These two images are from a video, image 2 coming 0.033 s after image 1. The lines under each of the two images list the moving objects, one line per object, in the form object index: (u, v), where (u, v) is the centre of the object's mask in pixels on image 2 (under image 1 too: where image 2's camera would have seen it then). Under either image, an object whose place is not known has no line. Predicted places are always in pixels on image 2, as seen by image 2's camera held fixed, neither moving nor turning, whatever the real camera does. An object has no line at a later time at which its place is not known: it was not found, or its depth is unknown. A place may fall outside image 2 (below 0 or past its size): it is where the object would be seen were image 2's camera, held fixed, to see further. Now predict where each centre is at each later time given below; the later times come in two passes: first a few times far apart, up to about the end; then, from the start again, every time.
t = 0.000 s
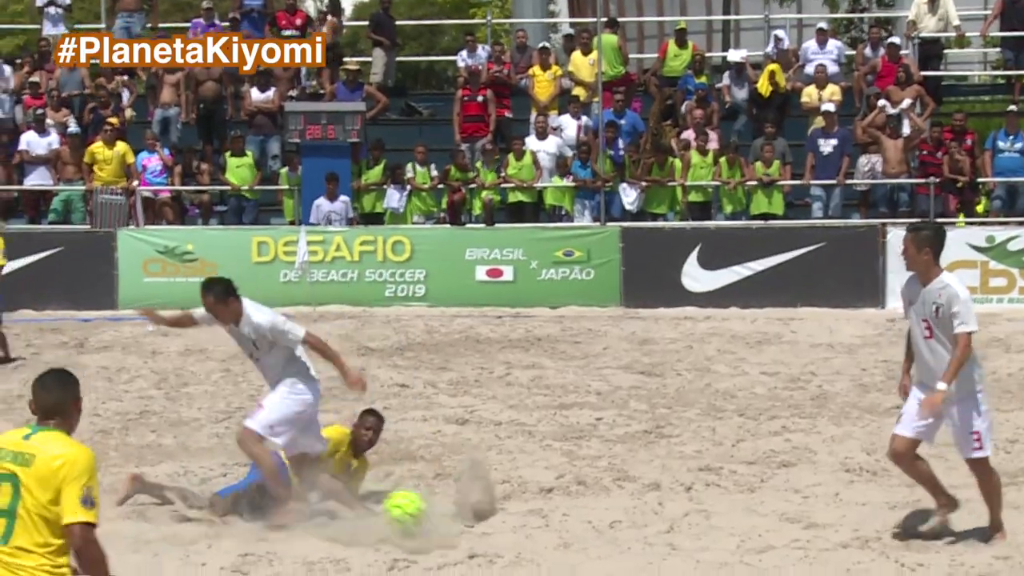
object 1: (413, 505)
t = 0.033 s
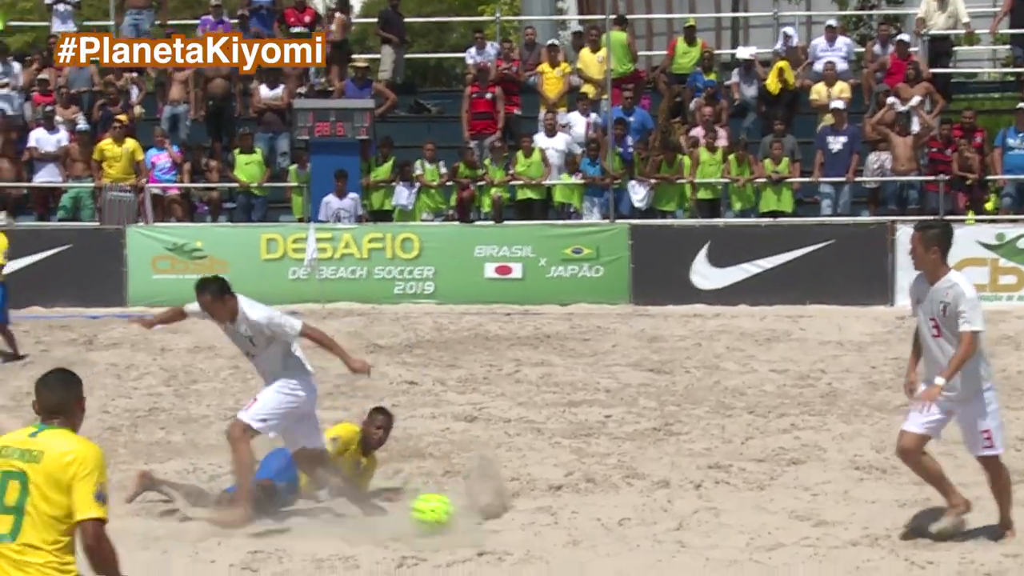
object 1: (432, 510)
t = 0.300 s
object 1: (531, 521)
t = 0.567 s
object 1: (591, 521)
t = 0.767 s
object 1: (620, 526)
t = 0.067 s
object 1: (449, 517)
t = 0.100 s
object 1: (462, 516)
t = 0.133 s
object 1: (473, 512)
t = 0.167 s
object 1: (485, 511)
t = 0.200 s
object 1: (496, 512)
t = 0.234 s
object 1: (509, 516)
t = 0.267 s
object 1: (520, 520)
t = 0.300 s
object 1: (531, 521)
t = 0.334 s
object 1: (540, 521)
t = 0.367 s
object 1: (549, 521)
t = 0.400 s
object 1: (558, 523)
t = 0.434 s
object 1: (566, 523)
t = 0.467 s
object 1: (573, 523)
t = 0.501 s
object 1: (580, 523)
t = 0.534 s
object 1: (586, 522)
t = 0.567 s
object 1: (591, 521)
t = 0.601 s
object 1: (596, 520)
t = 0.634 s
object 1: (601, 521)
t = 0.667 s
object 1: (606, 522)
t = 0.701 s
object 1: (610, 523)
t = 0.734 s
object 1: (615, 524)
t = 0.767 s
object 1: (620, 526)
